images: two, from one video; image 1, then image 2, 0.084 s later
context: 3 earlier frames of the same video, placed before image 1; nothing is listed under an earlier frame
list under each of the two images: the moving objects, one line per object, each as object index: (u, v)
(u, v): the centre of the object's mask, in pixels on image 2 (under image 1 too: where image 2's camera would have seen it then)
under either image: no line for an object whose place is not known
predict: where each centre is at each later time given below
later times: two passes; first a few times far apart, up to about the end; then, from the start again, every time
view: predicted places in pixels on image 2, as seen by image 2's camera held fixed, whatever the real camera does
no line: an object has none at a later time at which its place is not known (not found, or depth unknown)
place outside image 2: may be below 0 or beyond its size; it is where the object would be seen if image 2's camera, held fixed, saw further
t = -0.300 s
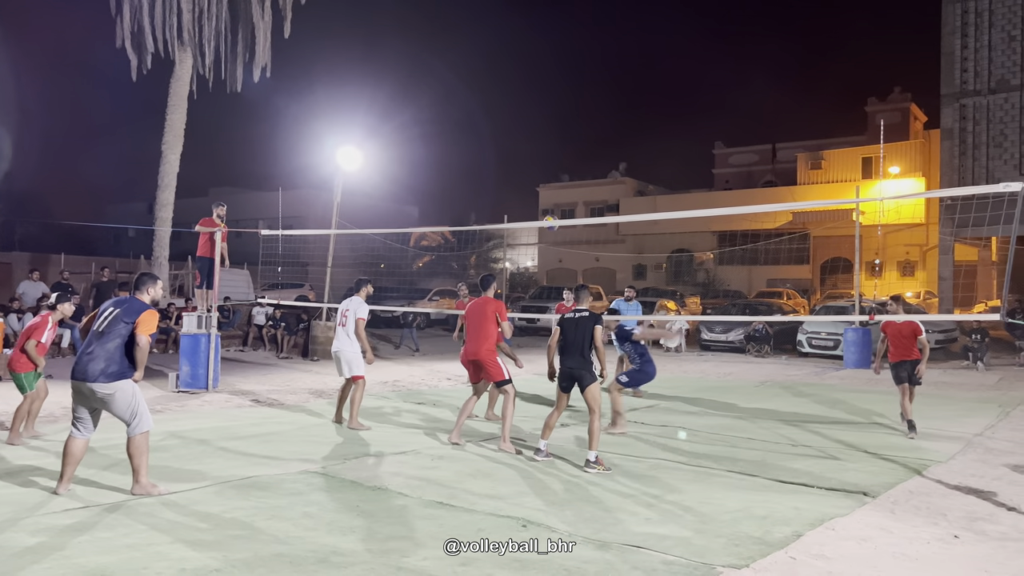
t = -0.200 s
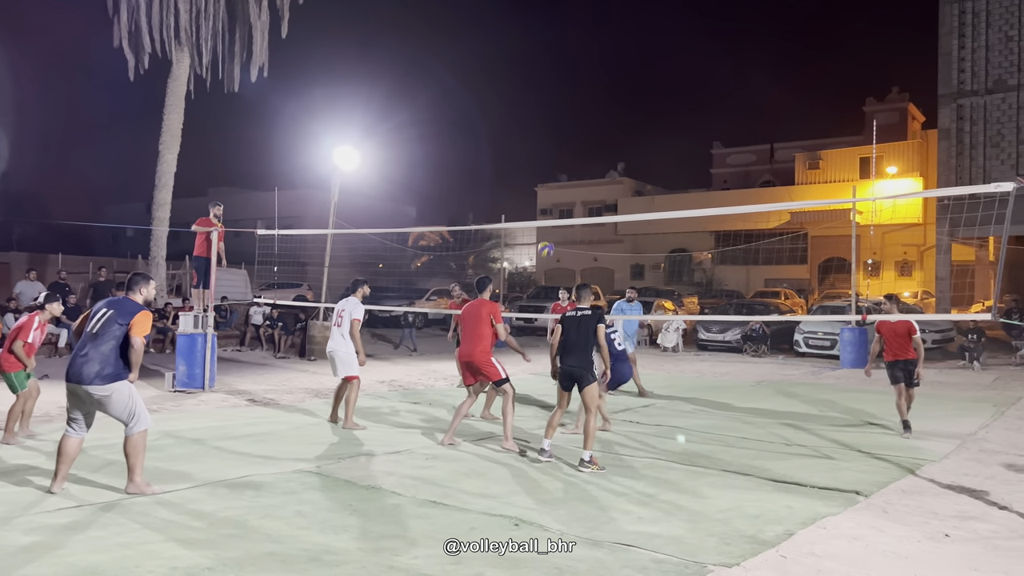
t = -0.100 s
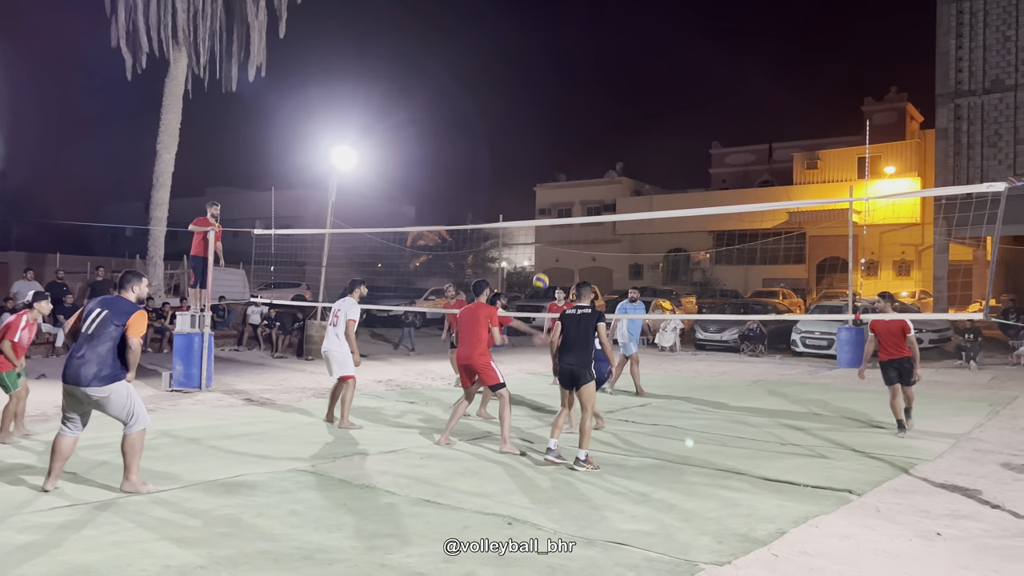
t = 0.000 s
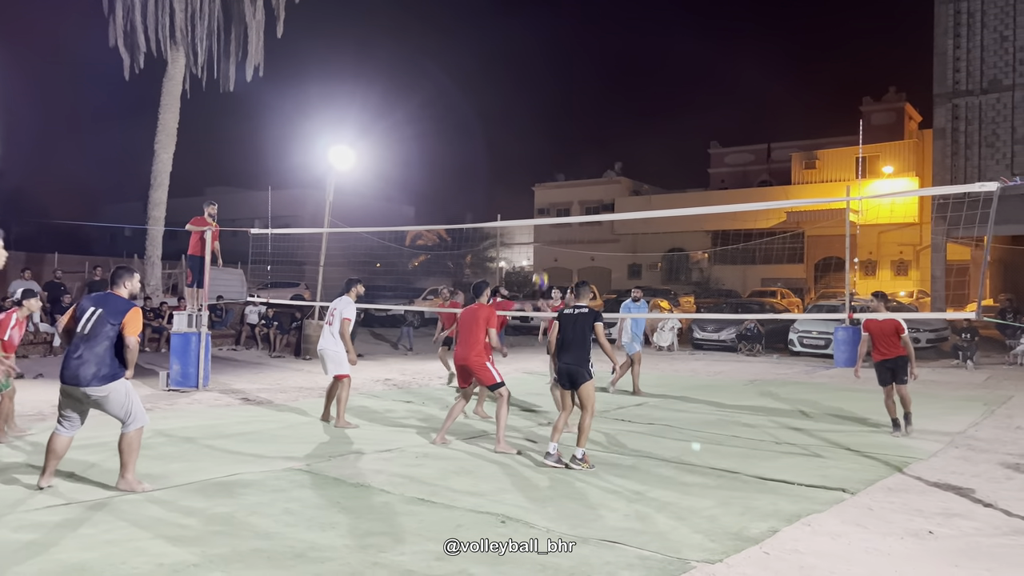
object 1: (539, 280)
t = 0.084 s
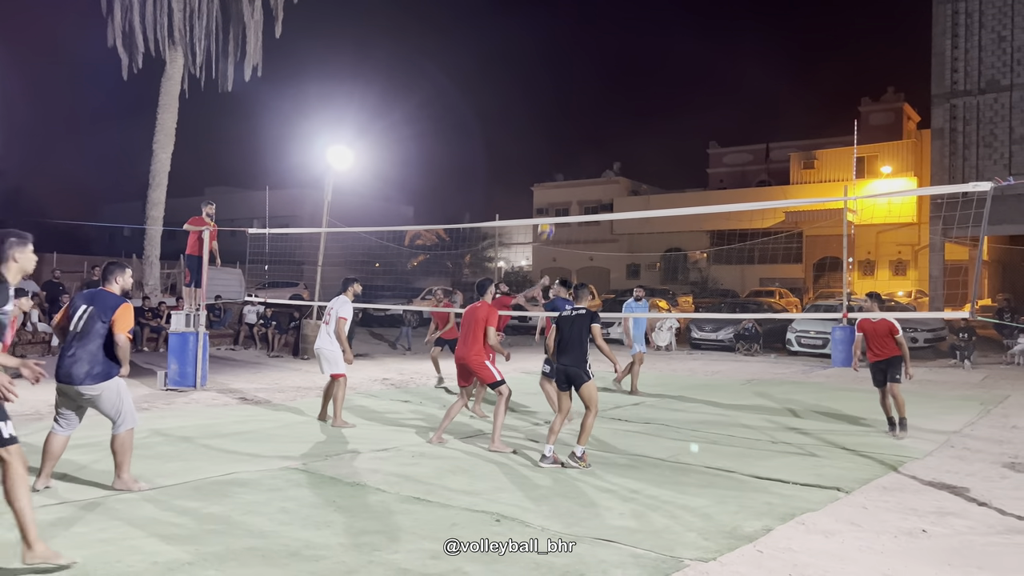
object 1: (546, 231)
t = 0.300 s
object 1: (566, 122)
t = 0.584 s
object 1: (597, 33)
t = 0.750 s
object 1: (617, 9)
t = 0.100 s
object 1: (547, 222)
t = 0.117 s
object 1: (548, 210)
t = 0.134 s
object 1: (550, 203)
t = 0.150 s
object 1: (551, 194)
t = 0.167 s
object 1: (552, 184)
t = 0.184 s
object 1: (554, 176)
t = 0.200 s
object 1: (555, 169)
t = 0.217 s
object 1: (557, 160)
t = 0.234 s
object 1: (558, 152)
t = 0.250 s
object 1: (560, 144)
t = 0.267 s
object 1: (562, 136)
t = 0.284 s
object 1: (564, 129)
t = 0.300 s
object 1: (566, 122)
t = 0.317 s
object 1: (567, 115)
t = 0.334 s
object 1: (569, 108)
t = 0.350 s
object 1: (571, 102)
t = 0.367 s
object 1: (573, 95)
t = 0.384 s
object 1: (575, 89)
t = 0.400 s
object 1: (576, 83)
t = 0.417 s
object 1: (578, 78)
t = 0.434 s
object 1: (580, 72)
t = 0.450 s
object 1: (582, 67)
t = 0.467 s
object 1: (584, 62)
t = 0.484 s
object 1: (586, 57)
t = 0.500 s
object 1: (588, 53)
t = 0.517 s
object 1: (590, 48)
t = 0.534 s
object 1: (592, 44)
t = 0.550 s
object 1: (594, 40)
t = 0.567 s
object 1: (596, 36)
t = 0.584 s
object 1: (597, 33)
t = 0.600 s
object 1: (599, 30)
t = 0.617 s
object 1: (601, 26)
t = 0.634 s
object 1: (603, 23)
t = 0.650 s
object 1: (605, 21)
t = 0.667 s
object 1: (607, 18)
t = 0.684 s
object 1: (609, 16)
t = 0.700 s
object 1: (611, 14)
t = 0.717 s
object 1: (613, 12)
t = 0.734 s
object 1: (615, 10)
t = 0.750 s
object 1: (617, 9)
